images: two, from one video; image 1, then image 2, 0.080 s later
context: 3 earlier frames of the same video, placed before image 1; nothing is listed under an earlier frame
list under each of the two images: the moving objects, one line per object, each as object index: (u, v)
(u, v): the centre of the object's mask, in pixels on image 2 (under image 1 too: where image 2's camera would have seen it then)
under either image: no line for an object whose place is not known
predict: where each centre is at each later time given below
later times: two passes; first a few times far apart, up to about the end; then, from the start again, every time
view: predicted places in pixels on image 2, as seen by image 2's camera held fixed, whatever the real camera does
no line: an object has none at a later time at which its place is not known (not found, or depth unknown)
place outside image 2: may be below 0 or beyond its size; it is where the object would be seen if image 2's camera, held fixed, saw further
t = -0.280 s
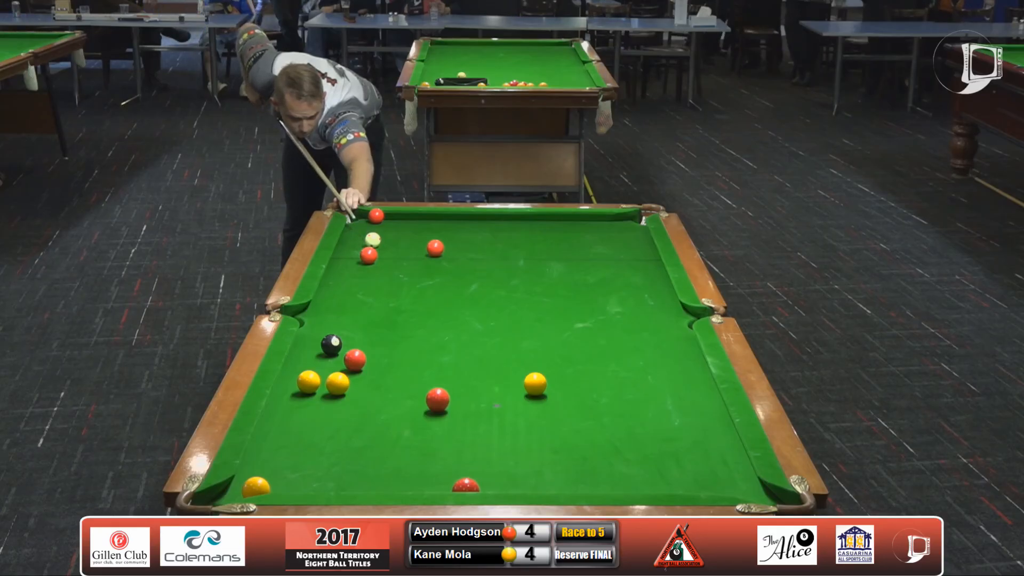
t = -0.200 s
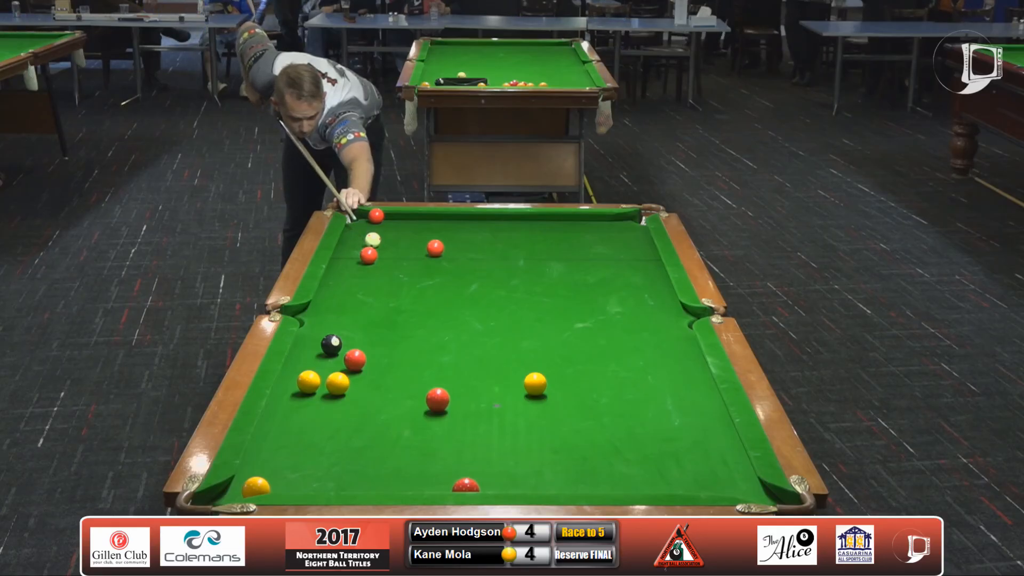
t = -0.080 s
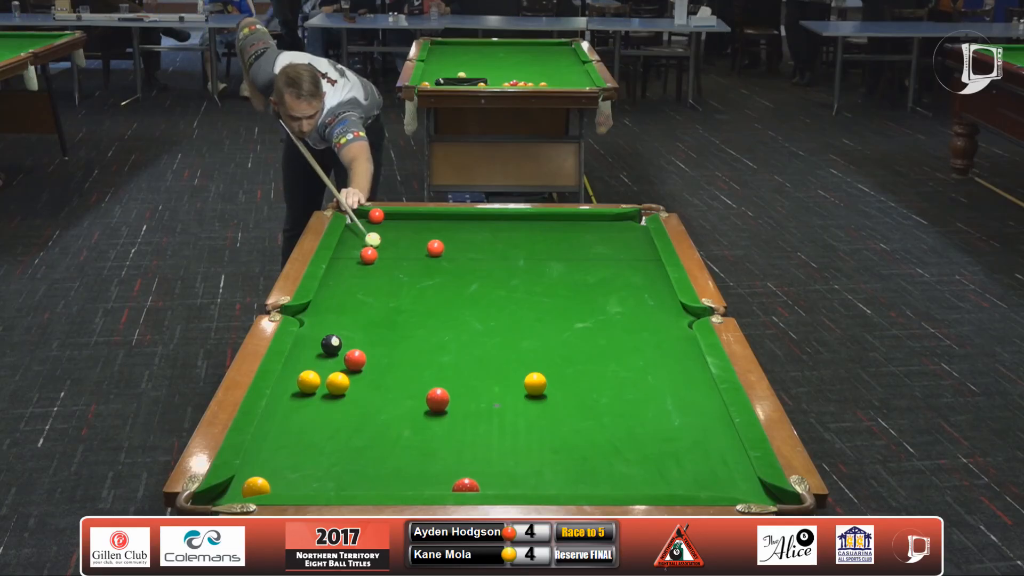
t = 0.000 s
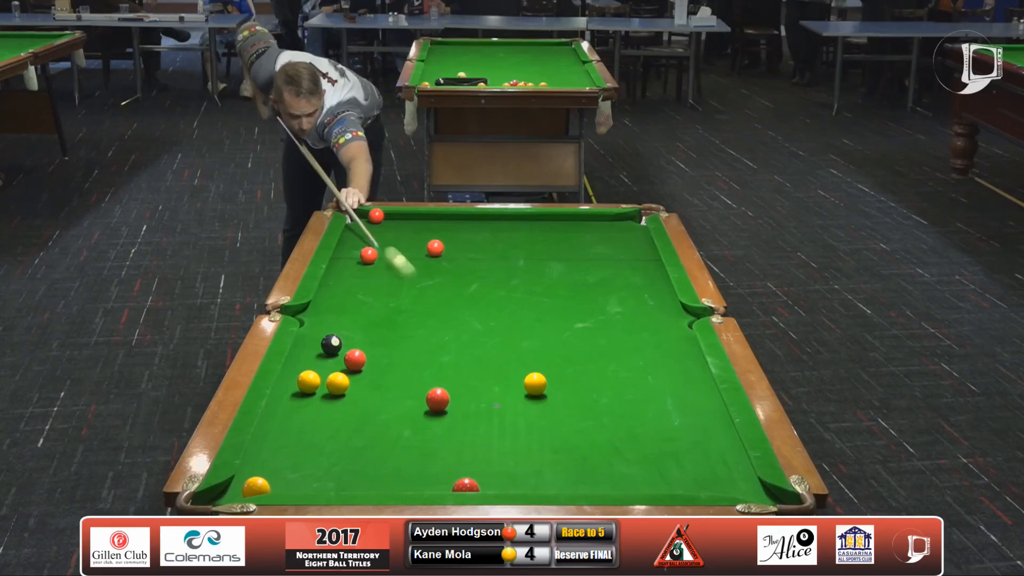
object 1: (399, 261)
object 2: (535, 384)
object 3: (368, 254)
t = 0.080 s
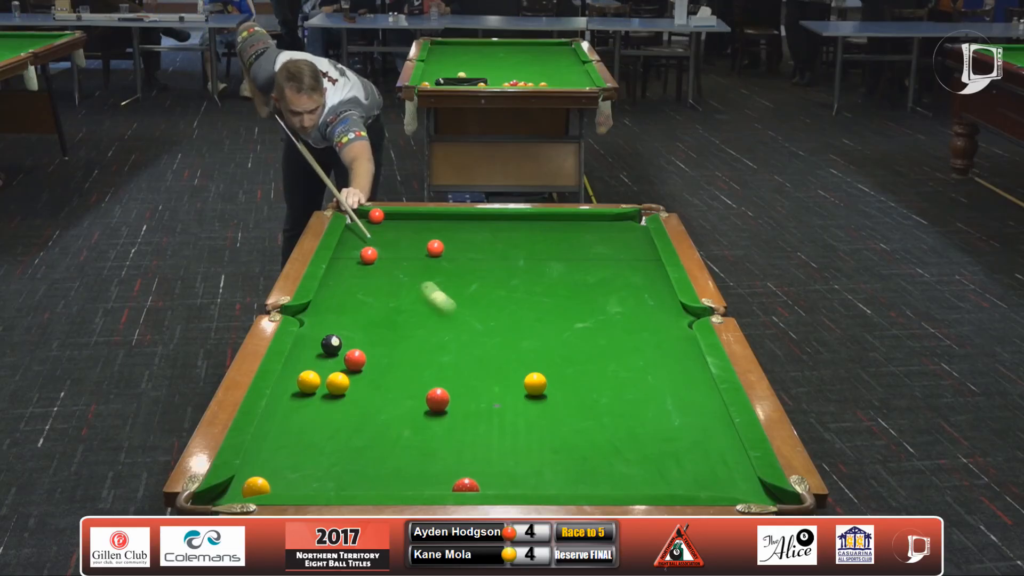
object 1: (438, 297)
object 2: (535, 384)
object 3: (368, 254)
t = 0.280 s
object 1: (510, 377)
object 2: (587, 414)
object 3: (368, 254)
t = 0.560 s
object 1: (455, 372)
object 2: (710, 435)
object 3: (368, 254)
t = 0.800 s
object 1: (412, 367)
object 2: (637, 381)
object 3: (368, 254)
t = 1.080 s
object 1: (372, 364)
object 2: (571, 332)
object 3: (368, 254)
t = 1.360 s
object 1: (363, 366)
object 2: (520, 293)
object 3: (368, 254)
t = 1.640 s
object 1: (358, 367)
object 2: (478, 260)
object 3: (368, 254)
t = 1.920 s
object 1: (357, 367)
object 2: (444, 233)
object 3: (368, 254)
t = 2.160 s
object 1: (356, 367)
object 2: (417, 216)
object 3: (368, 254)
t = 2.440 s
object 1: (356, 367)
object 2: (371, 229)
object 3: (368, 254)
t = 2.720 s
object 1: (356, 367)
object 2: (358, 241)
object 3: (368, 254)
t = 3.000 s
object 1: (356, 367)
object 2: (378, 250)
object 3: (367, 256)
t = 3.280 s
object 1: (357, 367)
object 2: (397, 254)
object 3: (363, 265)
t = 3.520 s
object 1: (357, 367)
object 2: (413, 256)
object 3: (359, 271)
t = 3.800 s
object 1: (357, 367)
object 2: (430, 258)
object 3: (355, 277)
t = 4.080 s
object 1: (356, 367)
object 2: (445, 260)
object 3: (352, 283)
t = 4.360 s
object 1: (356, 367)
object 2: (457, 261)
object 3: (348, 287)
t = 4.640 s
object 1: (356, 367)
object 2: (465, 262)
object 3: (346, 290)
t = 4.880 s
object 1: (356, 367)
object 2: (471, 263)
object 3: (345, 292)
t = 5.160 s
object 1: (356, 367)
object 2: (475, 264)
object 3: (344, 294)
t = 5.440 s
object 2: (476, 264)
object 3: (344, 295)
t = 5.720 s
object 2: (476, 264)
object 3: (344, 295)
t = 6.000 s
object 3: (344, 295)
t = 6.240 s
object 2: (476, 263)
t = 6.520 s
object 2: (476, 264)
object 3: (344, 295)
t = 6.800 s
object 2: (476, 263)
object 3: (344, 295)
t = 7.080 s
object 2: (476, 263)
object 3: (344, 295)
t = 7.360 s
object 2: (476, 263)
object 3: (344, 295)
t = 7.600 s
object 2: (476, 263)
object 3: (344, 295)
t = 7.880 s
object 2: (476, 263)
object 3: (344, 295)
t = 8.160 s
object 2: (476, 263)
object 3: (344, 295)
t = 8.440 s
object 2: (476, 263)
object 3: (344, 295)
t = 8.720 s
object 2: (476, 263)
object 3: (344, 295)
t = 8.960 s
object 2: (476, 263)
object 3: (344, 295)
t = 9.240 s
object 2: (476, 263)
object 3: (344, 295)
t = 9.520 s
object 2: (476, 263)
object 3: (344, 295)
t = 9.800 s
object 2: (476, 263)
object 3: (344, 295)
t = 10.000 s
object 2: (476, 263)
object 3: (344, 295)
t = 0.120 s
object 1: (459, 317)
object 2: (535, 384)
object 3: (368, 254)
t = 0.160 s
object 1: (482, 338)
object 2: (535, 384)
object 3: (368, 254)
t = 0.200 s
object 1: (507, 360)
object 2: (535, 384)
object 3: (368, 254)
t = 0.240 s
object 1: (519, 376)
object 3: (368, 254)
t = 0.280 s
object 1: (510, 377)
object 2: (587, 414)
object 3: (368, 254)
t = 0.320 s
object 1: (501, 377)
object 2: (619, 434)
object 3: (368, 254)
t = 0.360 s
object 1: (493, 376)
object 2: (658, 459)
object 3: (368, 254)
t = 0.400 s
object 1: (485, 376)
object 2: (706, 485)
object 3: (368, 254)
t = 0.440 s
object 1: (477, 374)
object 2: (717, 477)
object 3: (368, 254)
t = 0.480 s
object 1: (470, 374)
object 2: (728, 460)
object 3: (368, 254)
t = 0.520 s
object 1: (462, 373)
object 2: (727, 446)
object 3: (368, 254)
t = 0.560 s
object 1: (455, 372)
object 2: (710, 435)
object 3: (368, 254)
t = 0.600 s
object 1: (448, 371)
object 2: (696, 424)
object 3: (368, 254)
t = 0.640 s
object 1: (440, 370)
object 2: (682, 415)
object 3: (368, 254)
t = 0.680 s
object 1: (433, 370)
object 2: (670, 406)
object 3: (368, 254)
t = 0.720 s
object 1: (426, 369)
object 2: (658, 397)
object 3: (368, 254)
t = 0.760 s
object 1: (419, 368)
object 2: (647, 388)
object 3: (368, 254)
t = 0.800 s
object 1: (412, 367)
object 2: (637, 381)
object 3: (368, 254)
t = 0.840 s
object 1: (405, 366)
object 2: (626, 373)
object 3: (368, 254)
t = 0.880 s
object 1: (398, 366)
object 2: (616, 365)
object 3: (368, 254)
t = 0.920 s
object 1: (391, 365)
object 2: (607, 358)
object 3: (368, 254)
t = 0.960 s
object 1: (385, 365)
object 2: (597, 351)
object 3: (368, 254)
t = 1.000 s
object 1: (378, 364)
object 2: (589, 344)
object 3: (368, 254)
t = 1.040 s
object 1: (373, 364)
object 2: (580, 338)
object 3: (368, 254)
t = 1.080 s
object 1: (372, 364)
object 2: (571, 332)
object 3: (368, 254)
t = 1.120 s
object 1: (370, 364)
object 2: (563, 325)
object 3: (368, 254)
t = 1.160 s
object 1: (369, 364)
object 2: (555, 320)
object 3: (368, 254)
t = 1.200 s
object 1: (367, 365)
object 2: (548, 314)
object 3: (368, 254)
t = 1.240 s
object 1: (366, 365)
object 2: (540, 308)
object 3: (368, 254)
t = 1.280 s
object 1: (365, 365)
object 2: (533, 303)
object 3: (368, 254)
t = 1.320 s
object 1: (364, 366)
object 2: (526, 298)
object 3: (368, 254)
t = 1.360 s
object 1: (363, 366)
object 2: (520, 293)
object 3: (368, 254)
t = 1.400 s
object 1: (362, 366)
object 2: (513, 288)
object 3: (368, 254)
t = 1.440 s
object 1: (361, 366)
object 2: (507, 283)
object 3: (368, 254)
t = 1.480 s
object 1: (361, 366)
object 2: (501, 278)
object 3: (368, 254)
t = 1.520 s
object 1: (360, 366)
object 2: (495, 274)
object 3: (368, 254)
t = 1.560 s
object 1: (359, 367)
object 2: (489, 269)
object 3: (368, 254)
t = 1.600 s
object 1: (359, 366)
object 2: (484, 265)
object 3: (368, 254)
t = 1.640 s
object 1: (358, 367)
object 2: (478, 260)
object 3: (368, 254)
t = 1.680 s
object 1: (358, 367)
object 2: (472, 256)
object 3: (368, 254)
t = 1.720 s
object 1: (357, 367)
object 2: (467, 252)
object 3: (368, 254)
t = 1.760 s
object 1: (357, 367)
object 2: (462, 248)
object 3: (368, 254)
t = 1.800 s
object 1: (357, 367)
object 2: (457, 245)
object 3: (368, 254)
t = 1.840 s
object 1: (357, 367)
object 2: (453, 241)
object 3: (368, 254)
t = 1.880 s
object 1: (356, 367)
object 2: (448, 237)
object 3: (368, 254)
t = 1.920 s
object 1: (357, 367)
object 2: (444, 233)
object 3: (368, 254)
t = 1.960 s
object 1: (356, 367)
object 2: (439, 230)
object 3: (368, 254)
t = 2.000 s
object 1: (356, 367)
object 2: (434, 227)
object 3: (368, 254)
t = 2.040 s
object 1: (356, 367)
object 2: (430, 223)
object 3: (368, 254)
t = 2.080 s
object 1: (356, 367)
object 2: (426, 220)
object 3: (368, 254)
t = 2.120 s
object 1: (356, 367)
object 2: (422, 217)
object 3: (368, 254)
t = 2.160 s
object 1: (356, 367)
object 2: (417, 216)
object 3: (368, 254)
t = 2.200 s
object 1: (356, 367)
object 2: (410, 219)
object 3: (368, 254)
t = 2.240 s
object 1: (356, 367)
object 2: (403, 220)
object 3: (368, 254)
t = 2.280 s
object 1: (356, 367)
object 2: (397, 222)
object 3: (368, 254)
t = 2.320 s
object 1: (356, 367)
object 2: (391, 224)
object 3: (368, 254)
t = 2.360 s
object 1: (356, 367)
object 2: (384, 226)
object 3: (368, 254)
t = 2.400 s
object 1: (356, 367)
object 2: (377, 228)
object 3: (368, 254)
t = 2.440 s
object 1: (356, 367)
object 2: (371, 229)
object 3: (368, 254)
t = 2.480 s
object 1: (356, 367)
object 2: (364, 231)
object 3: (368, 254)
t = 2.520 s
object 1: (356, 367)
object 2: (358, 233)
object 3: (368, 254)
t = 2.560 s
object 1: (357, 367)
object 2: (351, 234)
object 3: (368, 254)
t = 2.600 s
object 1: (356, 367)
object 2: (350, 236)
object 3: (368, 254)
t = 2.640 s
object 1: (357, 367)
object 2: (353, 238)
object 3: (368, 254)
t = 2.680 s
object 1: (356, 367)
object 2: (355, 240)
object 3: (368, 254)
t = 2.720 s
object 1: (356, 367)
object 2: (358, 241)
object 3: (368, 254)
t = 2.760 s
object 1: (356, 367)
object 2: (360, 243)
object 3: (369, 254)
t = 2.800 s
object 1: (356, 367)
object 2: (362, 244)
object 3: (369, 254)
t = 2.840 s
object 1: (356, 367)
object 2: (365, 244)
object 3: (369, 254)
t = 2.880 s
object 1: (356, 367)
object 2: (367, 245)
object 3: (368, 254)
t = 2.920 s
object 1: (356, 367)
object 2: (371, 246)
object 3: (368, 254)
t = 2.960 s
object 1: (356, 367)
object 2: (375, 249)
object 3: (367, 255)
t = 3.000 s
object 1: (356, 367)
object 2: (378, 250)
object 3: (367, 256)
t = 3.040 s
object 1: (356, 367)
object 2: (380, 251)
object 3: (366, 259)
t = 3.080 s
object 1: (356, 367)
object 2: (383, 251)
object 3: (366, 260)
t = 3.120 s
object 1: (356, 367)
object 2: (386, 252)
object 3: (365, 261)
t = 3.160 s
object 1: (356, 367)
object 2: (389, 252)
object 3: (364, 262)
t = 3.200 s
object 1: (357, 367)
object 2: (392, 253)
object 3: (364, 263)
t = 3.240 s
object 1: (357, 367)
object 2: (394, 253)
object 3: (363, 264)
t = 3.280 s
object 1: (357, 367)
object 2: (397, 254)
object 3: (363, 265)
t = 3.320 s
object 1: (357, 367)
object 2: (400, 254)
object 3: (362, 266)
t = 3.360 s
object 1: (357, 367)
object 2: (403, 254)
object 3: (361, 267)
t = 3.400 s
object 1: (357, 367)
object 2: (406, 255)
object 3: (361, 268)
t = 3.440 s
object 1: (357, 367)
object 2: (408, 255)
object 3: (360, 269)
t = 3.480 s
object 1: (357, 367)
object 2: (411, 255)
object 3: (359, 270)
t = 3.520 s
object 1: (357, 367)
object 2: (413, 256)
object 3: (359, 271)
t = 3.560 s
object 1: (357, 367)
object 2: (416, 256)
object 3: (358, 272)
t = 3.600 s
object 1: (357, 367)
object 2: (418, 256)
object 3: (358, 273)
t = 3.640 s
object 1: (357, 367)
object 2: (421, 257)
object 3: (357, 274)
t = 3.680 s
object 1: (357, 367)
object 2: (423, 257)
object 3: (357, 275)
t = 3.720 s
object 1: (357, 367)
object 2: (426, 257)
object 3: (356, 275)
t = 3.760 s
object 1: (357, 367)
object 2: (428, 258)
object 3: (355, 276)
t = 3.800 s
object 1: (357, 367)
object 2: (430, 258)
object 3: (355, 277)
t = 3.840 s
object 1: (357, 367)
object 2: (432, 258)
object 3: (355, 278)
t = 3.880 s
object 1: (357, 367)
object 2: (435, 258)
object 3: (354, 279)
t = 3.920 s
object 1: (357, 367)
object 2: (437, 258)
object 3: (354, 280)
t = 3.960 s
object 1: (357, 367)
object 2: (439, 259)
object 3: (353, 280)
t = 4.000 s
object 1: (356, 367)
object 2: (441, 259)
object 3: (353, 281)
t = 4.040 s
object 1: (356, 367)
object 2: (443, 259)
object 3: (352, 282)
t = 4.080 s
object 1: (356, 367)
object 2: (445, 260)
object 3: (352, 283)
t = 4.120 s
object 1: (356, 367)
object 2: (447, 260)
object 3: (351, 283)
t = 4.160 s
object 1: (356, 367)
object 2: (448, 260)
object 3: (351, 284)
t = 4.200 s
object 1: (356, 367)
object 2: (450, 260)
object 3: (350, 285)
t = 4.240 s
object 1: (356, 367)
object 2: (452, 260)
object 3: (350, 285)
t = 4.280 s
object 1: (356, 367)
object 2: (453, 260)
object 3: (349, 286)
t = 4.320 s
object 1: (356, 367)
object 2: (455, 261)
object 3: (349, 286)
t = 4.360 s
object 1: (356, 367)
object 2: (457, 261)
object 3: (348, 287)
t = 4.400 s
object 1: (356, 367)
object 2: (458, 261)
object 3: (348, 287)
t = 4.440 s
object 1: (356, 367)
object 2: (459, 262)
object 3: (347, 288)
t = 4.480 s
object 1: (356, 367)
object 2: (461, 261)
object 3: (347, 288)
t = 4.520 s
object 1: (356, 367)
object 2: (462, 262)
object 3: (346, 289)
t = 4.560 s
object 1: (356, 367)
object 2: (463, 262)
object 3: (346, 289)
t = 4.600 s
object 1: (356, 367)
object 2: (464, 262)
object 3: (346, 290)
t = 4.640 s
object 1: (356, 367)
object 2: (465, 262)
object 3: (346, 290)
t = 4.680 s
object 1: (356, 367)
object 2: (467, 262)
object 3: (345, 291)
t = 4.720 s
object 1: (356, 367)
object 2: (468, 262)
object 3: (345, 291)
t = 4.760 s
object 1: (356, 367)
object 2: (469, 263)
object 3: (345, 292)
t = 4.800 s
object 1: (356, 367)
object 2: (470, 263)
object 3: (345, 292)
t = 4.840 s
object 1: (356, 367)
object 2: (470, 263)
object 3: (345, 292)
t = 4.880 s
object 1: (356, 367)
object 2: (471, 263)
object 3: (345, 292)
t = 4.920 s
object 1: (356, 367)
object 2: (472, 263)
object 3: (344, 293)
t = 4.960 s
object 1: (356, 367)
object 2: (472, 263)
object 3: (344, 293)
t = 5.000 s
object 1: (356, 367)
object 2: (473, 263)
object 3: (344, 293)
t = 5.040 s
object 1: (356, 367)
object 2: (474, 263)
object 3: (344, 293)
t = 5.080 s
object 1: (356, 367)
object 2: (474, 263)
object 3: (344, 294)
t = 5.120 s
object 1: (356, 367)
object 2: (475, 263)
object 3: (344, 294)
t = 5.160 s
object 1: (356, 367)
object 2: (475, 264)
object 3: (344, 294)
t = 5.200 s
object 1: (356, 367)
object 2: (475, 264)
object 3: (345, 294)
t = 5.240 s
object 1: (356, 367)
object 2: (475, 264)
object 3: (345, 295)
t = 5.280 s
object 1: (356, 367)
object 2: (476, 264)
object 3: (345, 295)
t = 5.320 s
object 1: (356, 367)
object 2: (476, 264)
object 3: (345, 295)
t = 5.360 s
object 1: (356, 367)
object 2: (476, 264)
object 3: (345, 295)
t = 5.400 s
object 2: (476, 264)
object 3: (345, 295)
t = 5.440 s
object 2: (476, 264)
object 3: (344, 295)
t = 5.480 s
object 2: (476, 264)
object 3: (344, 295)
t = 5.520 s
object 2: (476, 264)
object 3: (344, 295)
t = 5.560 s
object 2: (476, 264)
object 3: (344, 295)
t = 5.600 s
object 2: (476, 264)
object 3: (344, 295)
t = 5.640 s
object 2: (476, 264)
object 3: (344, 295)
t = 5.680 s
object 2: (476, 264)
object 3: (344, 295)
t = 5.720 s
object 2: (476, 264)
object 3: (344, 295)
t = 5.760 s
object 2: (476, 264)
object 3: (344, 295)
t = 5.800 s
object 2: (476, 264)
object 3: (344, 295)
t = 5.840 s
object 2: (476, 264)
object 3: (344, 295)
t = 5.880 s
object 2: (476, 264)
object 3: (344, 295)
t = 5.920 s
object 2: (476, 264)
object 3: (344, 295)
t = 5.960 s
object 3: (344, 295)
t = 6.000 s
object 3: (344, 295)
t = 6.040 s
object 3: (344, 295)
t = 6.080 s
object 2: (477, 263)
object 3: (344, 295)
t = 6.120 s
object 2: (476, 264)
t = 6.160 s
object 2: (476, 264)
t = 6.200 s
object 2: (476, 263)
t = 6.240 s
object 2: (476, 263)
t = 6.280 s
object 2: (476, 263)
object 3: (345, 295)
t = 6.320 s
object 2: (476, 263)
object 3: (344, 295)
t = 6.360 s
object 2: (476, 263)
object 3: (344, 295)
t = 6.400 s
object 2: (476, 263)
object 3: (344, 295)
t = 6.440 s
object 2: (476, 263)
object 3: (344, 295)
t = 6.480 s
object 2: (476, 263)
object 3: (344, 295)
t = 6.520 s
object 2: (476, 264)
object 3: (344, 295)
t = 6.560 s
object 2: (476, 263)
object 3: (344, 295)
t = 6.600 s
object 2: (476, 263)
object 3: (344, 295)
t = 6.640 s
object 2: (476, 263)
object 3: (344, 295)
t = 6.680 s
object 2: (476, 263)
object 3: (344, 295)
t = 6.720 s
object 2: (476, 263)
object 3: (344, 295)
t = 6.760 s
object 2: (476, 263)
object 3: (344, 295)
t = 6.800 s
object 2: (476, 263)
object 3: (344, 295)
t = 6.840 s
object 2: (476, 263)
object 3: (344, 295)
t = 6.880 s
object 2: (476, 263)
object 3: (344, 295)
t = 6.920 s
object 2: (476, 263)
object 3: (344, 295)
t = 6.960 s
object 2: (476, 263)
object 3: (344, 295)
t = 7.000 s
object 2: (476, 263)
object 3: (344, 295)
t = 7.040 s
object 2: (476, 263)
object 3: (344, 295)
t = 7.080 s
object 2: (476, 263)
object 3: (344, 295)
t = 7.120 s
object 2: (476, 263)
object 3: (344, 295)
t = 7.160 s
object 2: (476, 263)
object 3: (344, 295)
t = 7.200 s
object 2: (476, 263)
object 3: (344, 295)
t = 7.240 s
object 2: (476, 263)
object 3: (344, 295)
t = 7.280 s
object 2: (476, 263)
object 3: (344, 295)
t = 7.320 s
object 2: (476, 263)
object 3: (344, 295)
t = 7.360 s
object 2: (476, 263)
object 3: (344, 295)
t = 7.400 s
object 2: (476, 263)
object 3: (344, 295)
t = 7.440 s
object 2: (476, 263)
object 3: (344, 295)
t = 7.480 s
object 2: (476, 263)
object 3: (344, 295)
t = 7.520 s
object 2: (476, 263)
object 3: (344, 295)
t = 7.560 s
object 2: (476, 263)
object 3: (344, 295)
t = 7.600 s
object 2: (476, 263)
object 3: (344, 295)
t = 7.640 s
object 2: (476, 263)
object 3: (344, 295)
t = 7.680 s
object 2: (476, 263)
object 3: (344, 295)
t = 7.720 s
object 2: (476, 263)
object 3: (344, 295)
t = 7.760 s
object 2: (476, 263)
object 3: (344, 295)
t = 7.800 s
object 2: (476, 263)
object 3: (344, 295)
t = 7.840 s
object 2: (476, 263)
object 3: (344, 295)
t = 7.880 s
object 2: (476, 263)
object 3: (344, 295)
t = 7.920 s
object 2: (476, 263)
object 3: (344, 295)
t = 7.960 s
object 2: (476, 263)
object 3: (344, 295)
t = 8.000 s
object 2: (476, 263)
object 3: (344, 295)
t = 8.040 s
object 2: (476, 263)
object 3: (344, 295)
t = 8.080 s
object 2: (476, 263)
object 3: (344, 295)
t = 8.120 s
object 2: (476, 263)
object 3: (344, 295)
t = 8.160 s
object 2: (476, 263)
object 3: (344, 295)
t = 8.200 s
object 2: (476, 263)
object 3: (344, 295)
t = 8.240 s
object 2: (476, 263)
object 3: (344, 295)
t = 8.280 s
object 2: (476, 263)
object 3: (344, 295)
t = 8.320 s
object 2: (476, 263)
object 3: (344, 295)
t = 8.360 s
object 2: (476, 263)
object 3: (344, 295)
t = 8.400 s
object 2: (476, 263)
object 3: (344, 295)
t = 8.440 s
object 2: (476, 263)
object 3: (344, 295)
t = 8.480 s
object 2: (476, 263)
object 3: (344, 295)
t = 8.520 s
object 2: (476, 263)
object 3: (344, 295)
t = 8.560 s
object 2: (476, 263)
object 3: (344, 295)
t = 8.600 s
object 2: (476, 263)
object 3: (344, 295)
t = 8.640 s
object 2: (476, 263)
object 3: (344, 295)
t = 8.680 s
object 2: (476, 263)
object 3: (344, 295)
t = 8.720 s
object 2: (476, 263)
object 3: (344, 295)
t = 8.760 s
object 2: (476, 263)
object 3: (344, 295)
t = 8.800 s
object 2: (476, 263)
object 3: (344, 295)
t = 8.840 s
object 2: (476, 263)
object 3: (344, 295)
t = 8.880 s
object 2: (476, 263)
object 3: (344, 295)
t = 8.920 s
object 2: (476, 263)
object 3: (344, 295)
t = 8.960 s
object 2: (476, 263)
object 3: (344, 295)
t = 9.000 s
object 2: (476, 263)
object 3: (344, 295)
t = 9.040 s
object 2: (476, 263)
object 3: (344, 295)
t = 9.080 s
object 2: (476, 263)
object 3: (344, 295)
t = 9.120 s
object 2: (476, 263)
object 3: (344, 295)
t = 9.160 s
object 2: (476, 263)
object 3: (344, 295)
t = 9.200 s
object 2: (476, 263)
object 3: (344, 295)
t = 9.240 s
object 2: (476, 263)
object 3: (344, 295)
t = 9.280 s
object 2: (476, 263)
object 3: (344, 295)
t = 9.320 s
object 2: (476, 263)
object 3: (344, 295)
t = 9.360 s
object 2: (476, 263)
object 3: (344, 295)
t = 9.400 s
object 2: (476, 263)
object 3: (344, 295)
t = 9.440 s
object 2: (476, 263)
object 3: (344, 295)
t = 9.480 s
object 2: (476, 263)
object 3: (344, 295)
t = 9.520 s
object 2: (476, 263)
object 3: (344, 295)
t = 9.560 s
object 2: (476, 263)
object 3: (344, 295)
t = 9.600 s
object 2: (476, 263)
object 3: (344, 295)
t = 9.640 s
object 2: (476, 263)
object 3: (344, 295)
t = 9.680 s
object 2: (476, 263)
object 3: (344, 295)
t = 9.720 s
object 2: (476, 263)
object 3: (344, 295)
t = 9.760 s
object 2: (476, 263)
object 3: (344, 295)
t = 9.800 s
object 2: (476, 263)
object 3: (344, 295)
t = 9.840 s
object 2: (476, 263)
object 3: (344, 295)
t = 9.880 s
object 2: (476, 263)
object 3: (344, 295)
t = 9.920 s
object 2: (476, 263)
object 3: (344, 295)
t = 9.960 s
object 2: (476, 263)
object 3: (344, 295)
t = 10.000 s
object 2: (476, 263)
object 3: (344, 295)
